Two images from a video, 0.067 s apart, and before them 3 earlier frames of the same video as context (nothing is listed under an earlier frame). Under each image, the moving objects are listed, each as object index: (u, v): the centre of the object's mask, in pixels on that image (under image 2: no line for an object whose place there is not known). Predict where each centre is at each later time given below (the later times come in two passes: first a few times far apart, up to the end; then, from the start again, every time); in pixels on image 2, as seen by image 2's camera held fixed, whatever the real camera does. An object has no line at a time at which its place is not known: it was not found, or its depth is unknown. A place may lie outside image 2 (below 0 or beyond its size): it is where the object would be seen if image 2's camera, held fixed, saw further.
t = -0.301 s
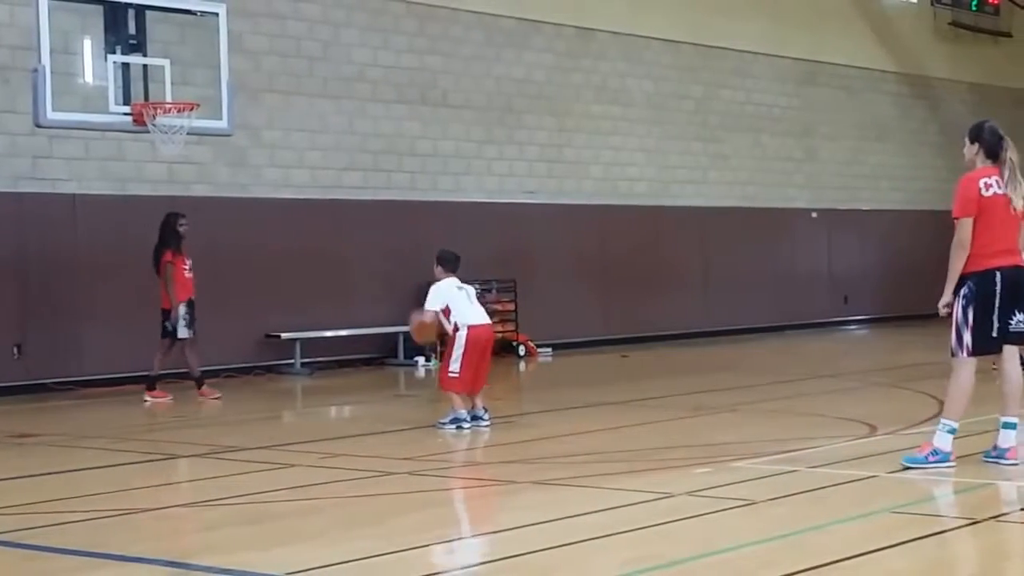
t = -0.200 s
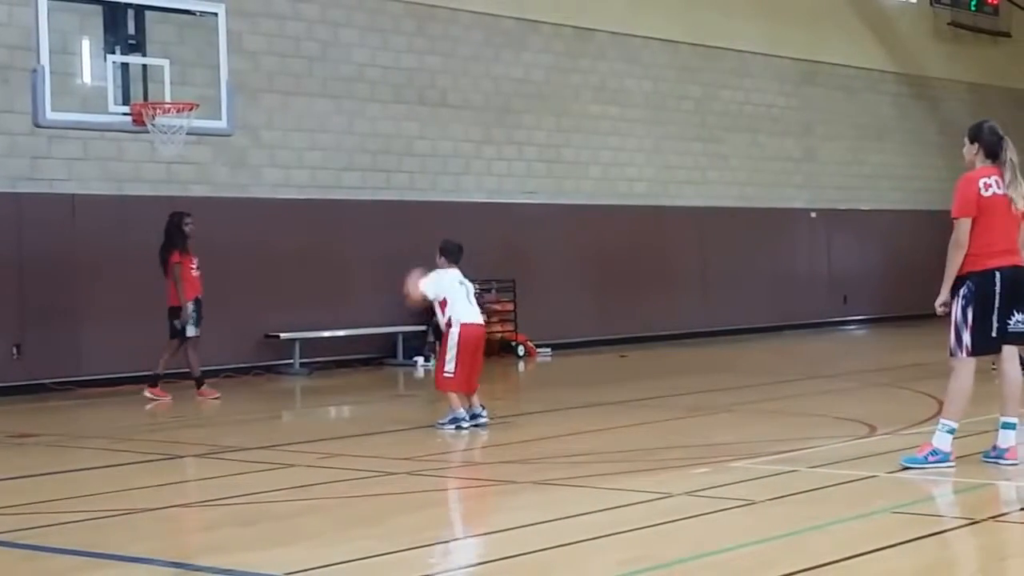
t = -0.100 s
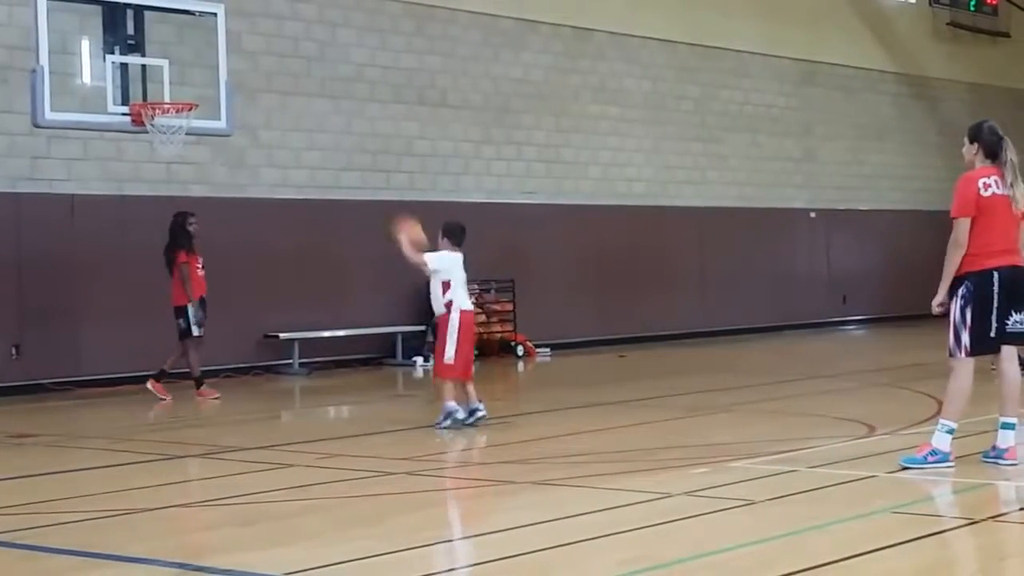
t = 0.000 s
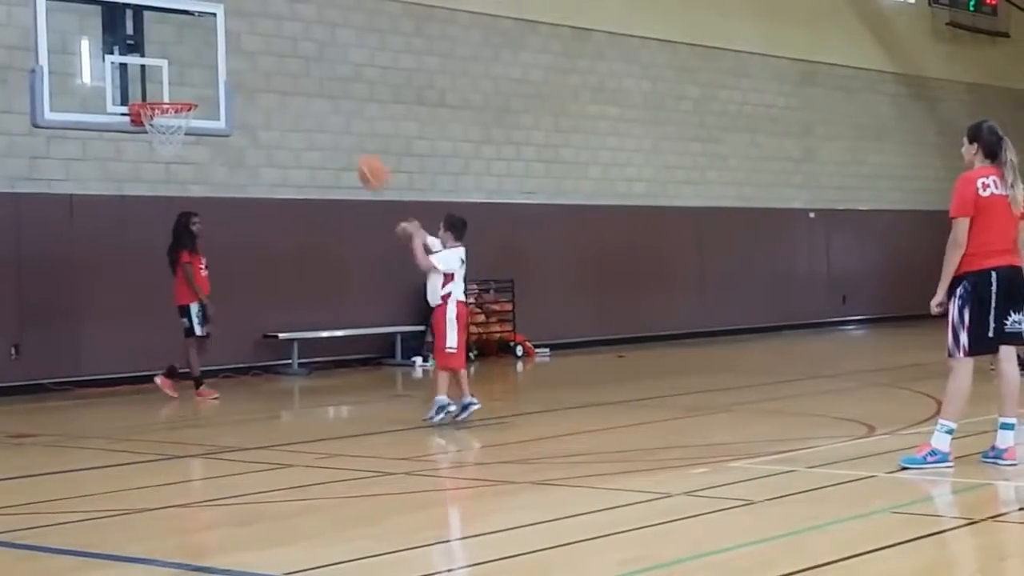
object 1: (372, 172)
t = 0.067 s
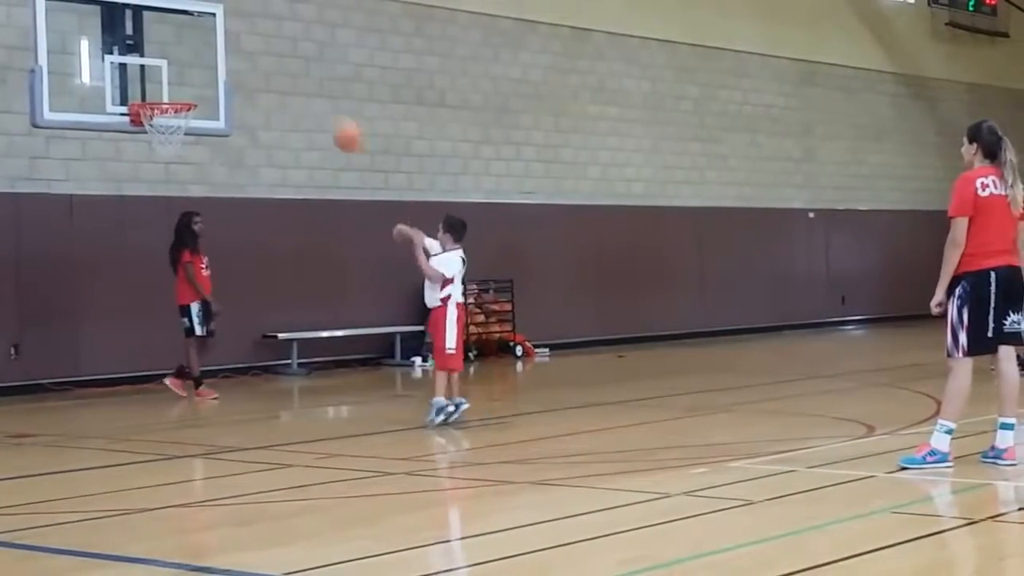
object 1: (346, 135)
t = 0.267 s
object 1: (281, 69)
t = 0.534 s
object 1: (200, 61)
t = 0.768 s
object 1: (173, 96)
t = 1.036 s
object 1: (142, 74)
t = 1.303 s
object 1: (152, 88)
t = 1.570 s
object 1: (167, 191)
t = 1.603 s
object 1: (170, 208)
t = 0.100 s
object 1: (335, 121)
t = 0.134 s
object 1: (324, 107)
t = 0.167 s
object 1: (316, 96)
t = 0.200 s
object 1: (302, 85)
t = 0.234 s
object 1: (293, 76)
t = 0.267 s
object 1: (281, 69)
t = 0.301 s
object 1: (273, 64)
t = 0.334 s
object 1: (260, 59)
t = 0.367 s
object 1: (249, 58)
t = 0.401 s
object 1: (238, 56)
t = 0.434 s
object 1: (229, 54)
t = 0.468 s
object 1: (220, 56)
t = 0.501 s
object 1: (209, 58)
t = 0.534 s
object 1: (200, 61)
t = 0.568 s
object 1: (191, 68)
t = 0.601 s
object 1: (181, 75)
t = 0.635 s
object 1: (172, 82)
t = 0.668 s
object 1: (162, 90)
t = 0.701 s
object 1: (156, 96)
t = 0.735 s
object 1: (160, 96)
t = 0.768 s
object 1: (173, 96)
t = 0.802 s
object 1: (172, 94)
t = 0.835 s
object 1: (163, 94)
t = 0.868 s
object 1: (154, 93)
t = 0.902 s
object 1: (148, 90)
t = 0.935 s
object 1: (148, 86)
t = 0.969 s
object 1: (145, 80)
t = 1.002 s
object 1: (143, 77)
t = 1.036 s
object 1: (142, 74)
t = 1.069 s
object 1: (142, 71)
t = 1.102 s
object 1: (144, 70)
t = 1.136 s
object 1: (145, 70)
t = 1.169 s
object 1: (146, 70)
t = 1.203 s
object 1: (148, 73)
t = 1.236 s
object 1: (149, 77)
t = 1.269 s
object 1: (151, 82)
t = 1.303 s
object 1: (152, 88)
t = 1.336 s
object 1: (155, 95)
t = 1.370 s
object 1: (156, 96)
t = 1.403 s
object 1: (161, 115)
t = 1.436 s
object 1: (161, 125)
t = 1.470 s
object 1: (161, 139)
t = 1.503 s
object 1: (164, 161)
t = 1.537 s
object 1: (165, 172)
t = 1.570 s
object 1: (167, 191)
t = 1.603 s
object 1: (170, 208)
